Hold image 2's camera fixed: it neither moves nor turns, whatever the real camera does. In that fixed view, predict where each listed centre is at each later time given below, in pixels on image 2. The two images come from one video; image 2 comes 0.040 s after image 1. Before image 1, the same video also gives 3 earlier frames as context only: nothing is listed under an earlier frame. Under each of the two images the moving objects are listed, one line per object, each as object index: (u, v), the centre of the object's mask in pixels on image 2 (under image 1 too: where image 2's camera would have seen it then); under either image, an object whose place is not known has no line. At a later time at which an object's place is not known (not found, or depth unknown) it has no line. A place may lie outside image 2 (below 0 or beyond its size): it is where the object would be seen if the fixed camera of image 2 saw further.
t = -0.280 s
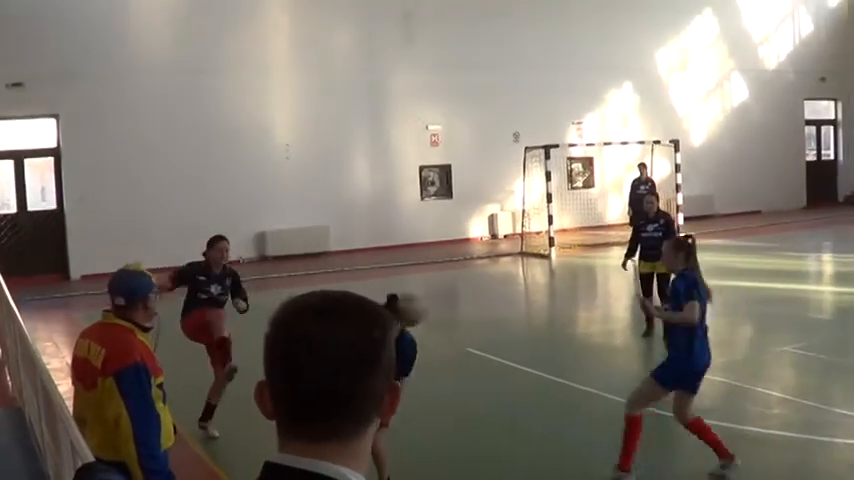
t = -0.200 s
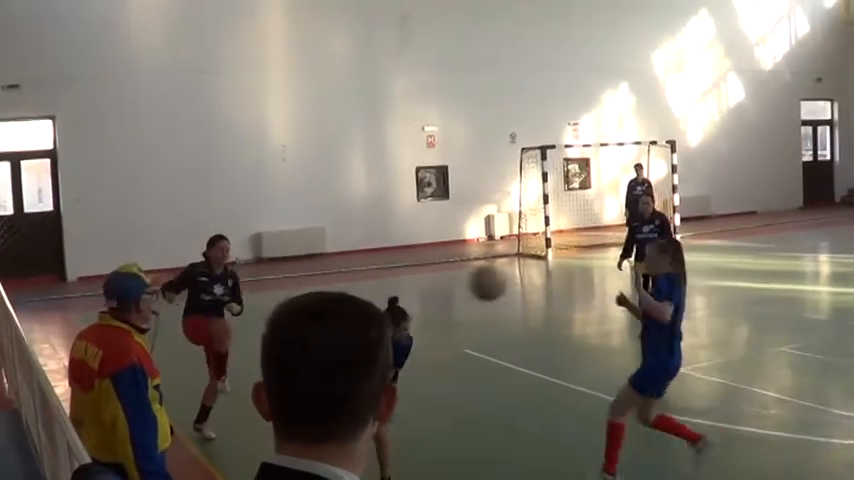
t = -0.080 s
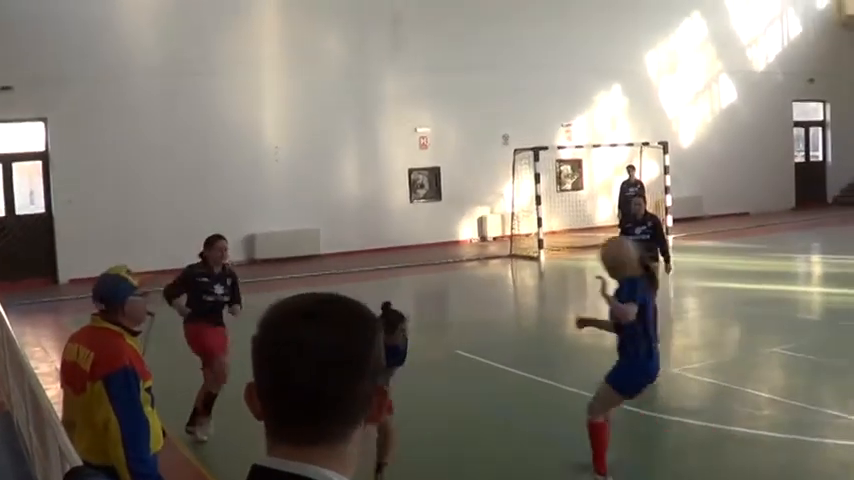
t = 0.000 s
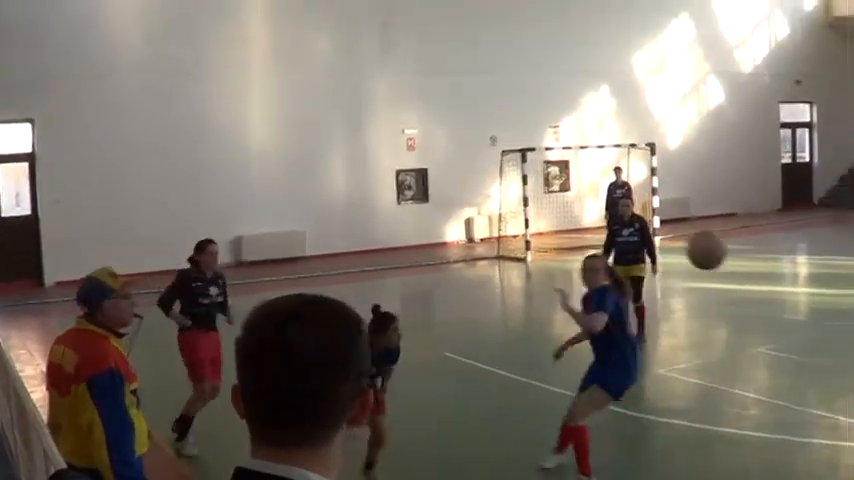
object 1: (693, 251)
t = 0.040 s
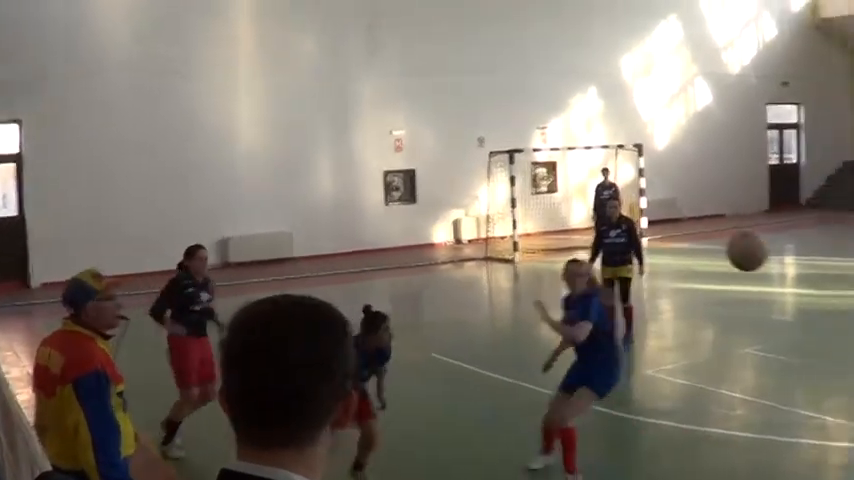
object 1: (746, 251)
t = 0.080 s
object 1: (801, 254)
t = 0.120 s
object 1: (858, 259)
